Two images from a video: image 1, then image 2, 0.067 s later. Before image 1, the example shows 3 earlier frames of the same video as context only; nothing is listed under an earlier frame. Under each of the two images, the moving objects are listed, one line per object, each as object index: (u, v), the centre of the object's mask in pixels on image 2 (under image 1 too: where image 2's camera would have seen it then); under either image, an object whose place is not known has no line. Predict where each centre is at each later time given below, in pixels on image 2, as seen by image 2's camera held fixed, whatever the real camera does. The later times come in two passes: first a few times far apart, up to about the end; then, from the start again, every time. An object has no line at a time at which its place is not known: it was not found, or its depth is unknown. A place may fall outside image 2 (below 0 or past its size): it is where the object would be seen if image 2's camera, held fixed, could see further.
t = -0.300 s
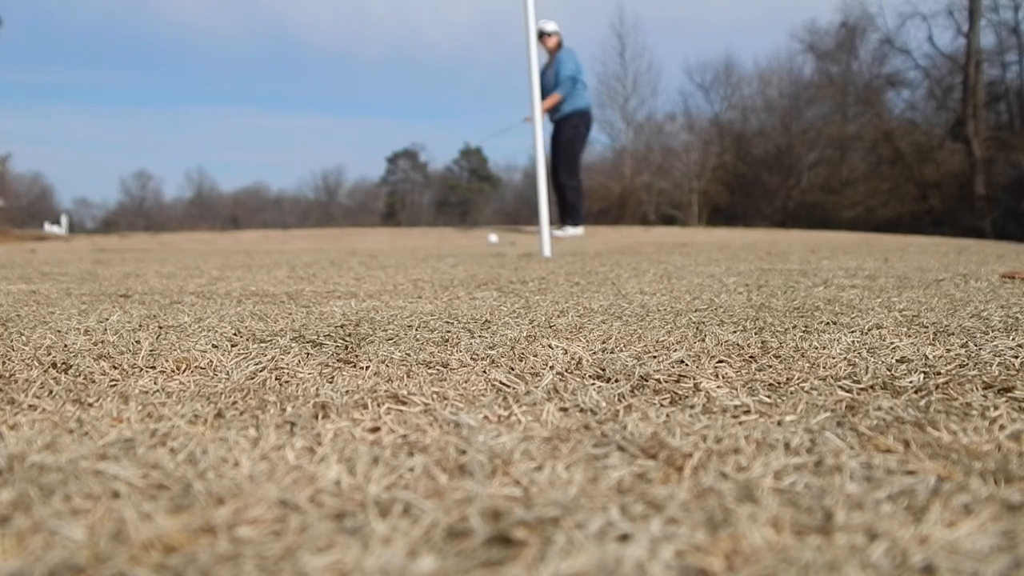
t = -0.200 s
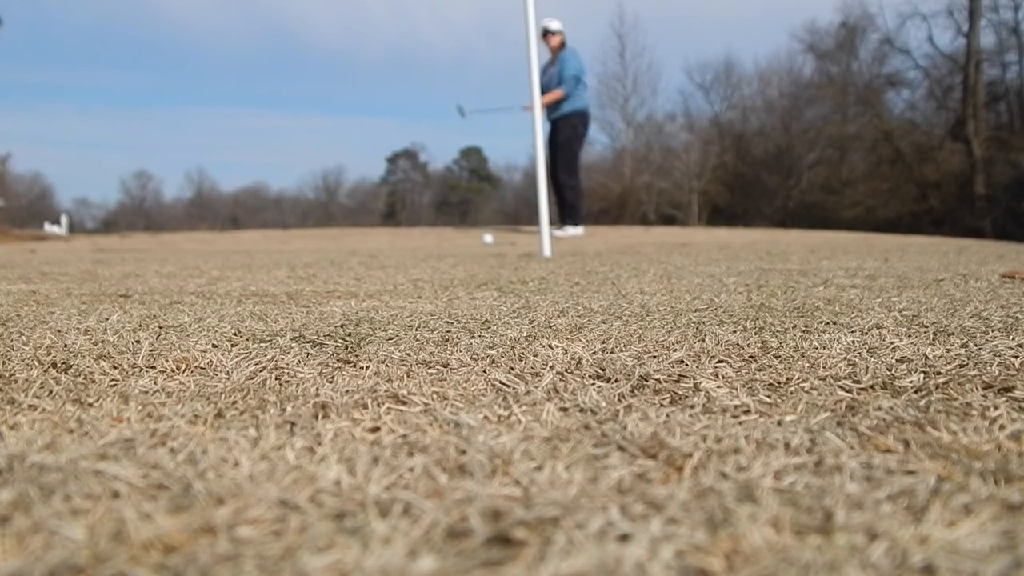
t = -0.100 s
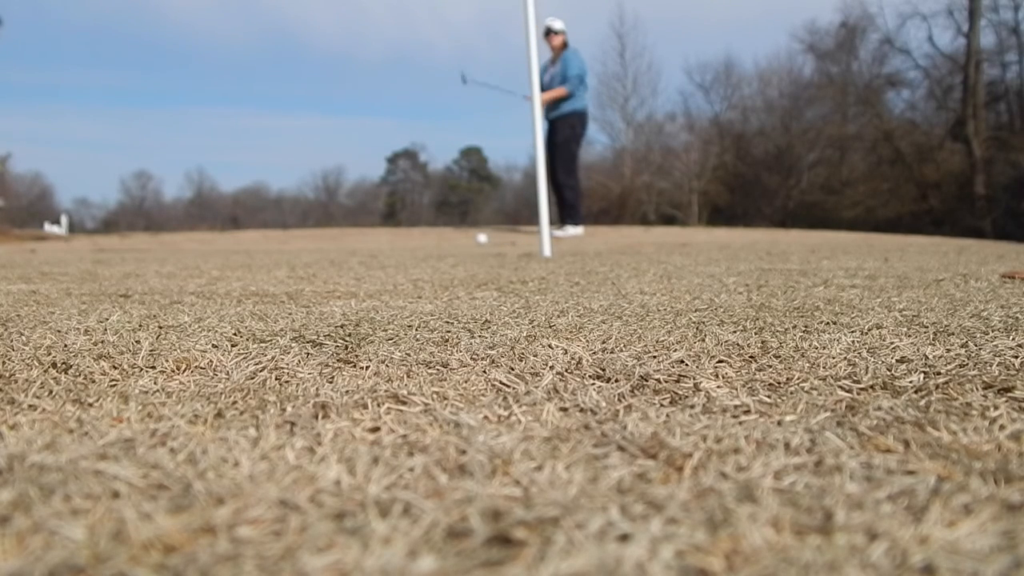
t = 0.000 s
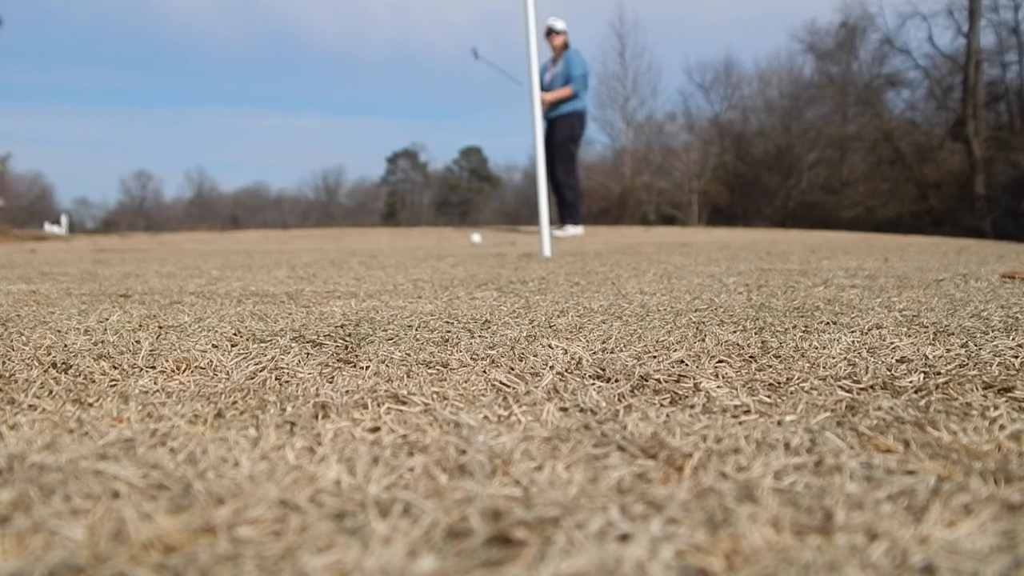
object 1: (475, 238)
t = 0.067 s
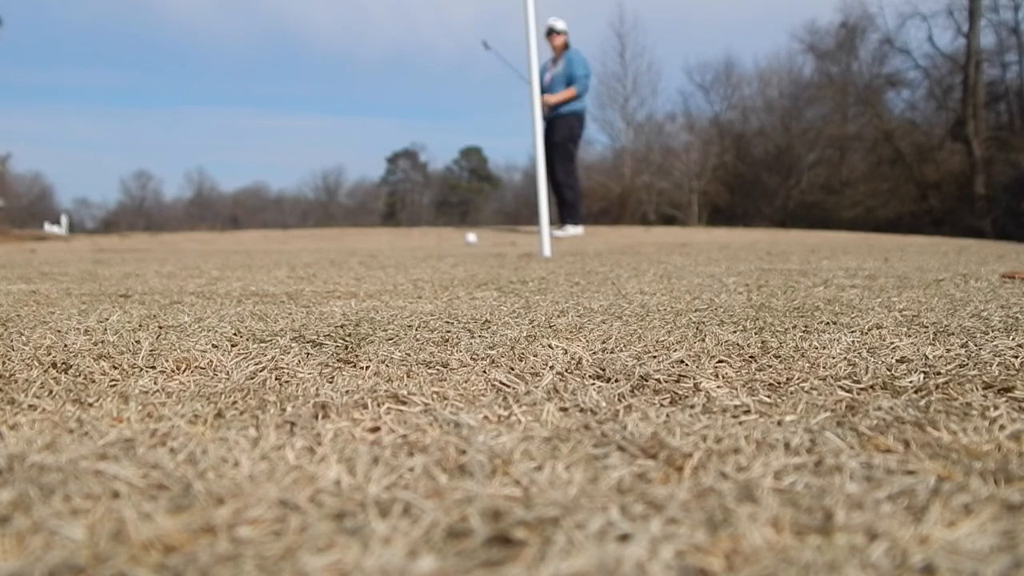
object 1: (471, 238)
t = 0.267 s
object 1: (455, 240)
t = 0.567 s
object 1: (427, 242)
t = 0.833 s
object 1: (398, 242)
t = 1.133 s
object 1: (359, 243)
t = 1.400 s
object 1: (323, 244)
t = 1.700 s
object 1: (275, 244)
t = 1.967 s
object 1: (233, 244)
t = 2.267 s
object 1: (191, 244)
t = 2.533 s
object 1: (156, 243)
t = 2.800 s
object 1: (119, 243)
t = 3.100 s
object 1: (82, 243)
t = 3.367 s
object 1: (68, 244)
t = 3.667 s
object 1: (69, 243)
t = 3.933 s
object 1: (69, 243)
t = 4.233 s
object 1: (69, 243)
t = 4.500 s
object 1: (69, 243)
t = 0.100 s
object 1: (468, 239)
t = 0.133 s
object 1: (466, 238)
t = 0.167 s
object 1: (463, 240)
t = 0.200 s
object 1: (460, 240)
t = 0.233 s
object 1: (458, 240)
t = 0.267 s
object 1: (455, 240)
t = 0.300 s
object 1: (452, 240)
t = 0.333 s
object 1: (450, 240)
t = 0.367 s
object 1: (447, 240)
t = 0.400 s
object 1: (444, 241)
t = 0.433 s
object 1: (441, 241)
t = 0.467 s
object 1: (437, 241)
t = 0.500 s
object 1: (434, 241)
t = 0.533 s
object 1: (431, 241)
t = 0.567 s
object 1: (427, 242)
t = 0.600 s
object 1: (424, 242)
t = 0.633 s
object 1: (421, 242)
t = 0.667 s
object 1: (417, 242)
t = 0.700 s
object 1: (414, 242)
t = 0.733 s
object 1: (410, 242)
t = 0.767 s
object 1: (406, 242)
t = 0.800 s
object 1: (402, 242)
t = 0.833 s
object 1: (398, 242)
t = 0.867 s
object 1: (394, 242)
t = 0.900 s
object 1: (390, 242)
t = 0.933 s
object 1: (386, 242)
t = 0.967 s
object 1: (381, 242)
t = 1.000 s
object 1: (377, 243)
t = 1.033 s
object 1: (372, 243)
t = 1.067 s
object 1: (368, 243)
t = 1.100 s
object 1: (363, 243)
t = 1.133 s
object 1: (359, 243)
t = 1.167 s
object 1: (355, 243)
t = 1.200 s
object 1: (350, 243)
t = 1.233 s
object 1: (346, 243)
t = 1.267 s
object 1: (342, 243)
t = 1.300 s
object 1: (337, 244)
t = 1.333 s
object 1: (332, 243)
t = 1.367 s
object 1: (328, 243)
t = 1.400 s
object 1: (323, 244)
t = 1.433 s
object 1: (316, 243)
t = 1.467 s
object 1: (312, 244)
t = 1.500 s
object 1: (307, 244)
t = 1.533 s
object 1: (301, 244)
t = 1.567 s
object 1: (296, 244)
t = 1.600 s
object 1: (291, 244)
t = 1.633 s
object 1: (285, 244)
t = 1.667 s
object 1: (280, 244)
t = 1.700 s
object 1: (275, 244)
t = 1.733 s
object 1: (269, 243)
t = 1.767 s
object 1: (263, 243)
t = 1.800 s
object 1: (258, 244)
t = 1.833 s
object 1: (252, 244)
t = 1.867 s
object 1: (247, 244)
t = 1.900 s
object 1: (243, 244)
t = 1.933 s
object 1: (238, 244)
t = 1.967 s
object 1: (233, 244)
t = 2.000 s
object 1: (228, 244)
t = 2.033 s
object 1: (223, 244)
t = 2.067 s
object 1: (218, 244)
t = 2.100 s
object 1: (213, 244)
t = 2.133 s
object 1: (208, 244)
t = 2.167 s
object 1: (204, 243)
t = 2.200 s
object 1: (200, 244)
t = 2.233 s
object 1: (195, 244)
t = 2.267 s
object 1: (191, 244)
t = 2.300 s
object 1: (186, 243)
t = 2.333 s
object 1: (182, 243)
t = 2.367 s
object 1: (178, 243)
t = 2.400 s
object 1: (174, 243)
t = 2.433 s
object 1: (169, 243)
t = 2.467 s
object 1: (164, 243)
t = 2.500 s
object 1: (160, 243)
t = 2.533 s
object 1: (156, 243)
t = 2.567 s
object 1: (151, 243)
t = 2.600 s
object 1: (146, 243)
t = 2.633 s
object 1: (142, 243)
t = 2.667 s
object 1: (138, 242)
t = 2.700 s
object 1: (134, 242)
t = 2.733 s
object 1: (130, 243)
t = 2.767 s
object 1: (125, 244)
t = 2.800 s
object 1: (119, 243)
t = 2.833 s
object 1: (114, 243)
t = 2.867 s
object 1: (109, 243)
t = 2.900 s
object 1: (104, 243)
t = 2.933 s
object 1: (99, 243)
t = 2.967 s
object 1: (95, 243)
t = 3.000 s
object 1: (92, 243)
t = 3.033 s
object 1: (89, 243)
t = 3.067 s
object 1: (85, 243)
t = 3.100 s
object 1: (82, 243)
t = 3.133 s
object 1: (79, 243)
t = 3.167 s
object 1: (76, 243)
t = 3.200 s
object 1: (74, 244)
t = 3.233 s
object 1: (72, 244)
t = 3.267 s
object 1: (70, 244)
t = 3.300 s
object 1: (69, 244)
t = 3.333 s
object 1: (68, 244)
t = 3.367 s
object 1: (68, 244)
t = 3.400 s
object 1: (69, 244)
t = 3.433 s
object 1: (69, 244)
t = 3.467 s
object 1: (69, 244)
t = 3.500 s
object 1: (69, 244)
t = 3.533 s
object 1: (69, 244)
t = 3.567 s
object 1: (69, 244)
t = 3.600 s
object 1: (69, 243)
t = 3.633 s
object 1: (69, 243)
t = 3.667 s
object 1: (69, 243)
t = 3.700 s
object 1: (69, 244)
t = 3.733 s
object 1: (69, 243)
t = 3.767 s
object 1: (69, 243)
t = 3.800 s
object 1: (69, 244)
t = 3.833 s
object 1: (69, 243)
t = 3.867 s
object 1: (69, 243)
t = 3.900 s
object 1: (69, 243)
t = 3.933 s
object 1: (69, 243)
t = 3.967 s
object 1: (69, 244)
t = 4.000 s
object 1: (69, 244)
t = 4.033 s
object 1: (69, 244)
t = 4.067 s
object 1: (69, 243)
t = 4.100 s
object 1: (69, 243)
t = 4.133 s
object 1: (69, 243)
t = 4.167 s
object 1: (69, 243)
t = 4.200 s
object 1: (69, 243)
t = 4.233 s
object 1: (69, 243)
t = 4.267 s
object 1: (69, 244)
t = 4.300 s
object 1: (69, 244)
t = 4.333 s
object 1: (69, 244)
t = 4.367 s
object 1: (69, 244)
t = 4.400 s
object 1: (69, 243)
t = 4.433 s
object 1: (69, 243)
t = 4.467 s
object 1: (69, 243)
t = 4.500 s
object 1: (69, 243)
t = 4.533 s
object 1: (69, 243)
